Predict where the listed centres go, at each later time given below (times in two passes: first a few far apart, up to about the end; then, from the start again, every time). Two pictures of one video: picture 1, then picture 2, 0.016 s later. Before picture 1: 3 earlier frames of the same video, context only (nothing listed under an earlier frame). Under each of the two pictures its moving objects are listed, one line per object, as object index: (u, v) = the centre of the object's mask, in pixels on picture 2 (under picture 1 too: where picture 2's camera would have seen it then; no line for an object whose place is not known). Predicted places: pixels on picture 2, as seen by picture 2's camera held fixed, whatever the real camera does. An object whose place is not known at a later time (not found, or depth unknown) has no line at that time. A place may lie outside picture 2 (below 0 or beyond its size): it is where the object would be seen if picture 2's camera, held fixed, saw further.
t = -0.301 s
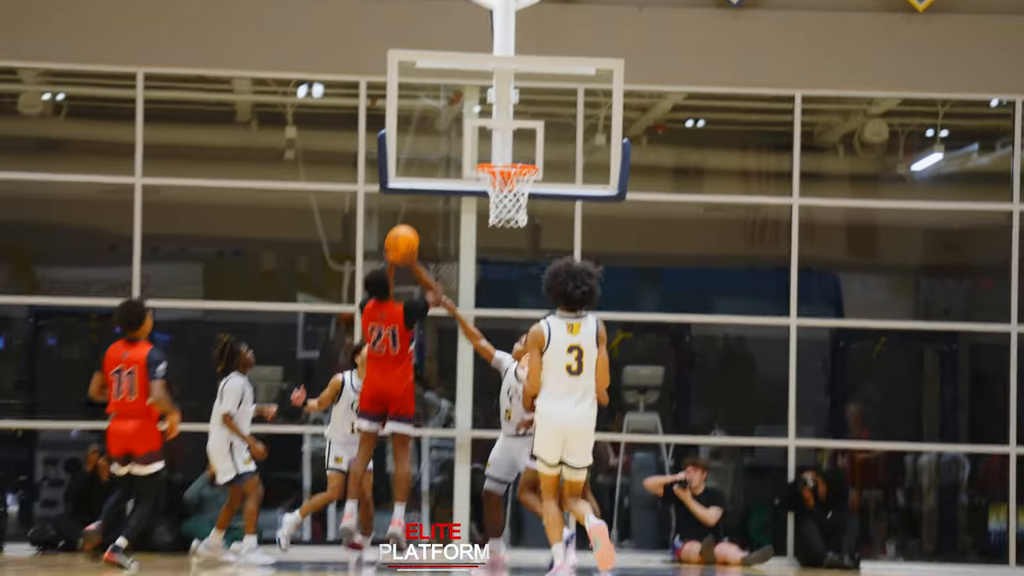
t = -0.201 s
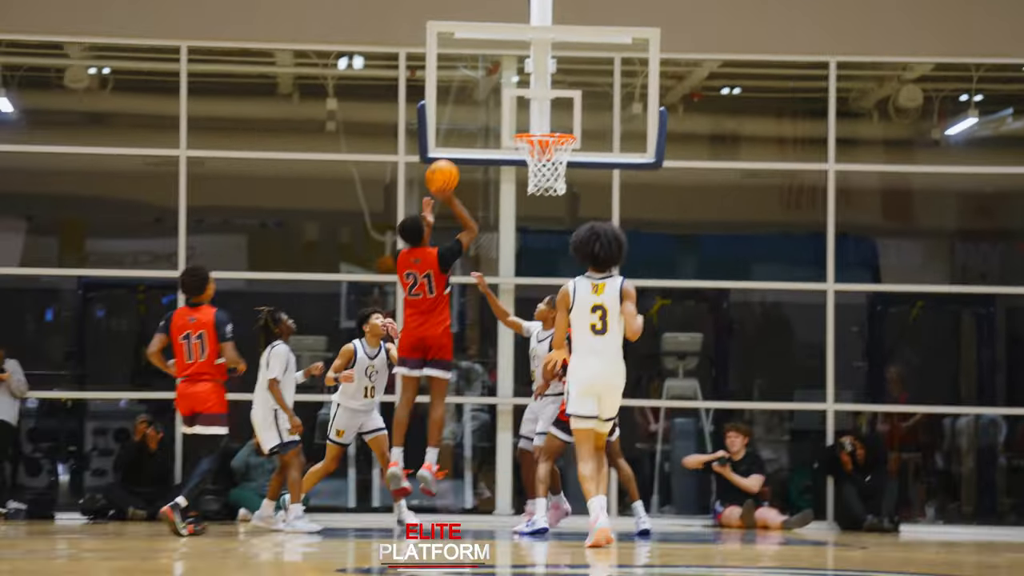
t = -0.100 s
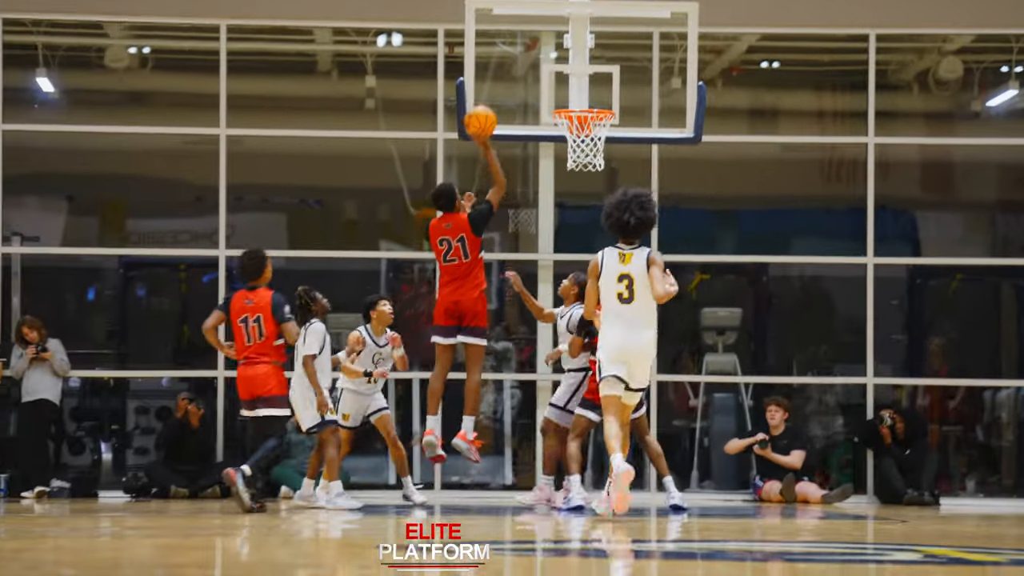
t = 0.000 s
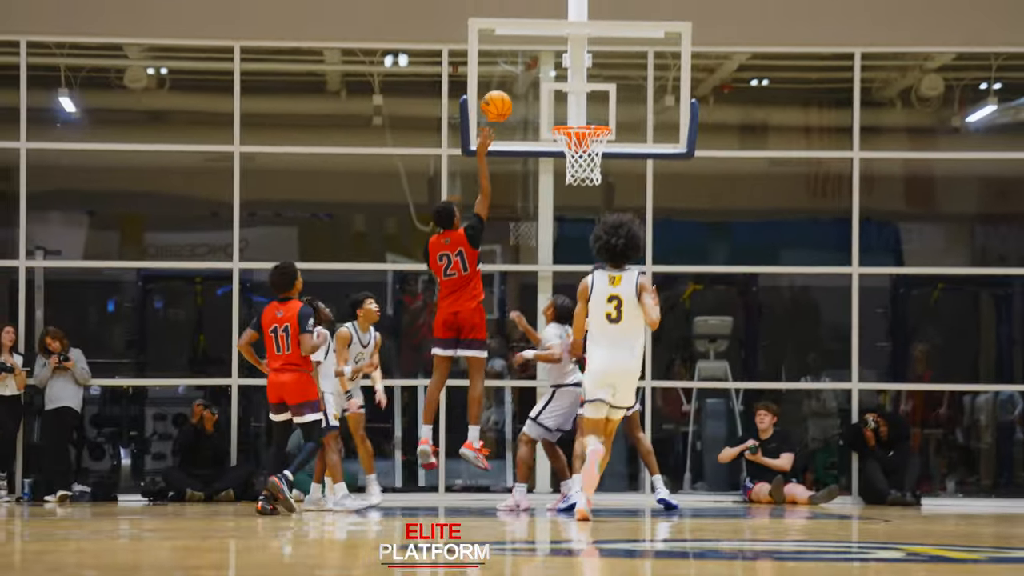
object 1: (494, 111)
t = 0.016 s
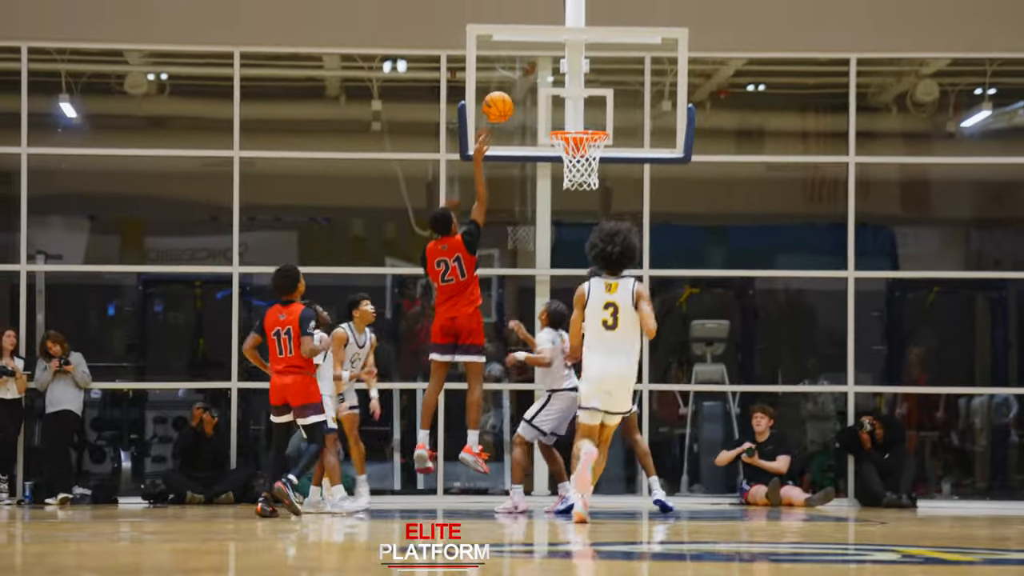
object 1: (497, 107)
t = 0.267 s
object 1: (546, 80)
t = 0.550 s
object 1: (583, 123)
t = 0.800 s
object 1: (589, 159)
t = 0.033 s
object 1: (500, 103)
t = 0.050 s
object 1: (504, 99)
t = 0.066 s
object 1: (507, 95)
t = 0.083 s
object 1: (511, 92)
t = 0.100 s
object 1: (514, 89)
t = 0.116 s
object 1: (517, 87)
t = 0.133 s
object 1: (520, 85)
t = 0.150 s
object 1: (524, 82)
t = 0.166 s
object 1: (528, 80)
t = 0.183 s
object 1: (531, 79)
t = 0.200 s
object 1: (533, 78)
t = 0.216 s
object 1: (537, 77)
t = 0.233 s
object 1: (540, 78)
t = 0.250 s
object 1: (543, 79)
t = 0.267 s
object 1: (546, 80)
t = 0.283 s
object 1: (549, 81)
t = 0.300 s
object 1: (552, 82)
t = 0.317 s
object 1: (555, 84)
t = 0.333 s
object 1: (558, 87)
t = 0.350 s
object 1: (561, 90)
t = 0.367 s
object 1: (563, 93)
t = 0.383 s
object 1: (566, 96)
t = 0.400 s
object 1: (569, 99)
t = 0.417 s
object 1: (572, 103)
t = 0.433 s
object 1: (575, 107)
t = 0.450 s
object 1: (578, 112)
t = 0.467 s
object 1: (581, 116)
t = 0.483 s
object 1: (584, 119)
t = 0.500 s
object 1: (587, 122)
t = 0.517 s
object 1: (588, 123)
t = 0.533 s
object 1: (586, 123)
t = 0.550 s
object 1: (583, 123)
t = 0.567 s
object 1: (581, 124)
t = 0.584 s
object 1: (579, 125)
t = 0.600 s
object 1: (577, 125)
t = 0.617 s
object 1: (579, 127)
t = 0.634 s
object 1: (582, 128)
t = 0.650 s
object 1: (582, 129)
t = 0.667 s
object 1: (581, 143)
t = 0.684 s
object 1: (583, 143)
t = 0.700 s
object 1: (584, 144)
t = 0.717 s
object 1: (584, 146)
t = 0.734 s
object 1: (585, 146)
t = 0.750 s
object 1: (585, 149)
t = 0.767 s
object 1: (589, 153)
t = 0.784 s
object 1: (593, 157)
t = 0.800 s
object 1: (589, 159)
